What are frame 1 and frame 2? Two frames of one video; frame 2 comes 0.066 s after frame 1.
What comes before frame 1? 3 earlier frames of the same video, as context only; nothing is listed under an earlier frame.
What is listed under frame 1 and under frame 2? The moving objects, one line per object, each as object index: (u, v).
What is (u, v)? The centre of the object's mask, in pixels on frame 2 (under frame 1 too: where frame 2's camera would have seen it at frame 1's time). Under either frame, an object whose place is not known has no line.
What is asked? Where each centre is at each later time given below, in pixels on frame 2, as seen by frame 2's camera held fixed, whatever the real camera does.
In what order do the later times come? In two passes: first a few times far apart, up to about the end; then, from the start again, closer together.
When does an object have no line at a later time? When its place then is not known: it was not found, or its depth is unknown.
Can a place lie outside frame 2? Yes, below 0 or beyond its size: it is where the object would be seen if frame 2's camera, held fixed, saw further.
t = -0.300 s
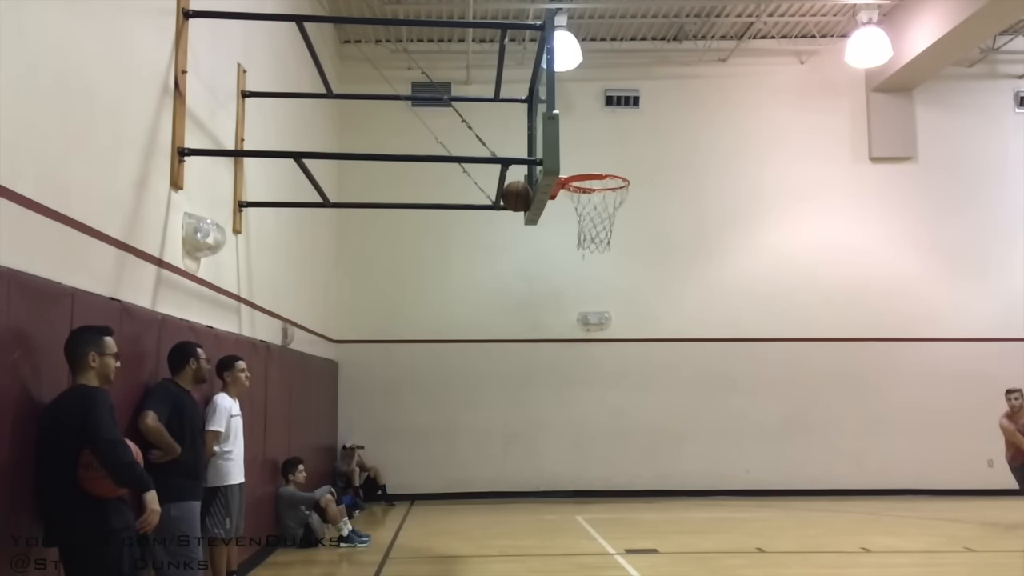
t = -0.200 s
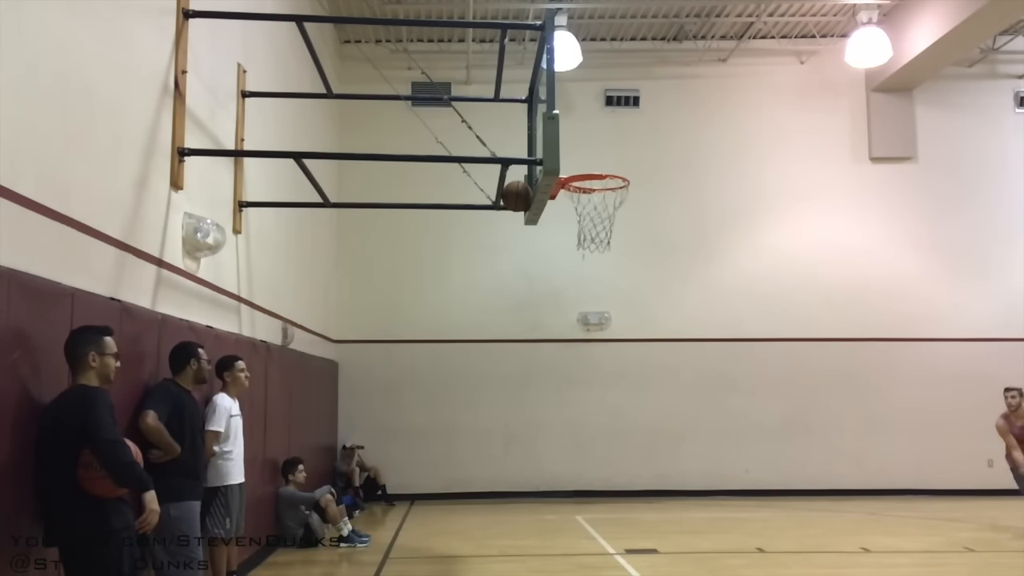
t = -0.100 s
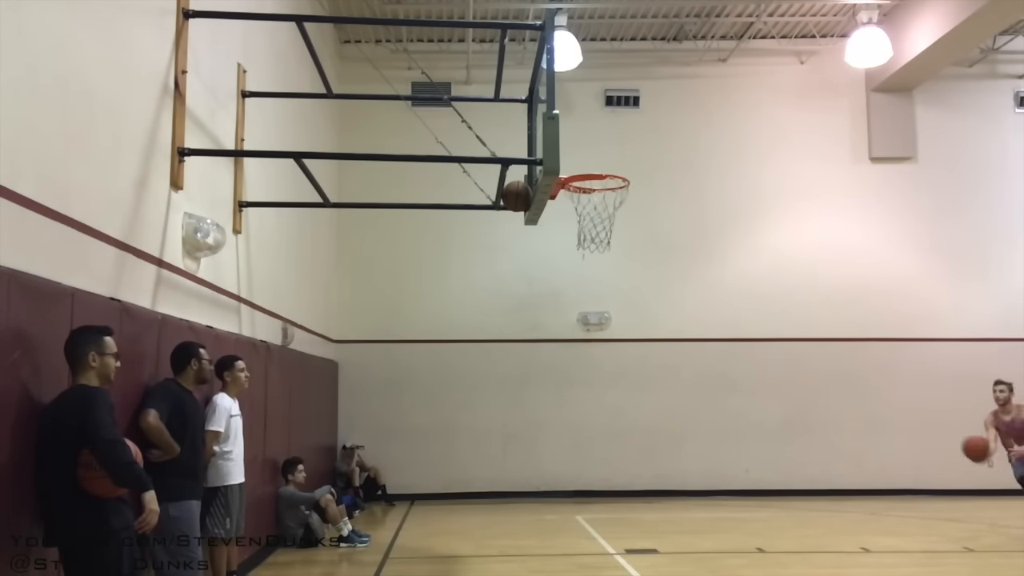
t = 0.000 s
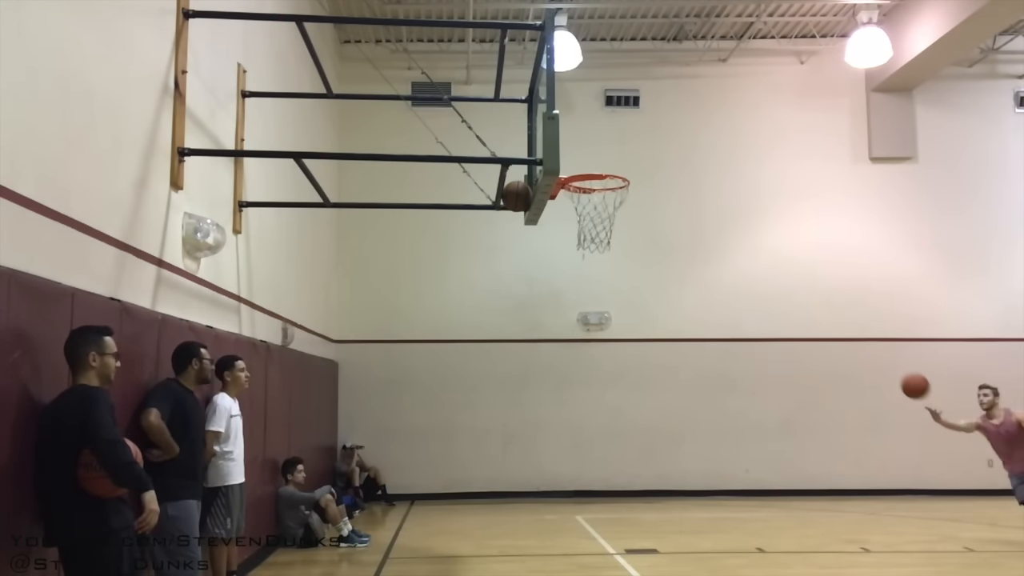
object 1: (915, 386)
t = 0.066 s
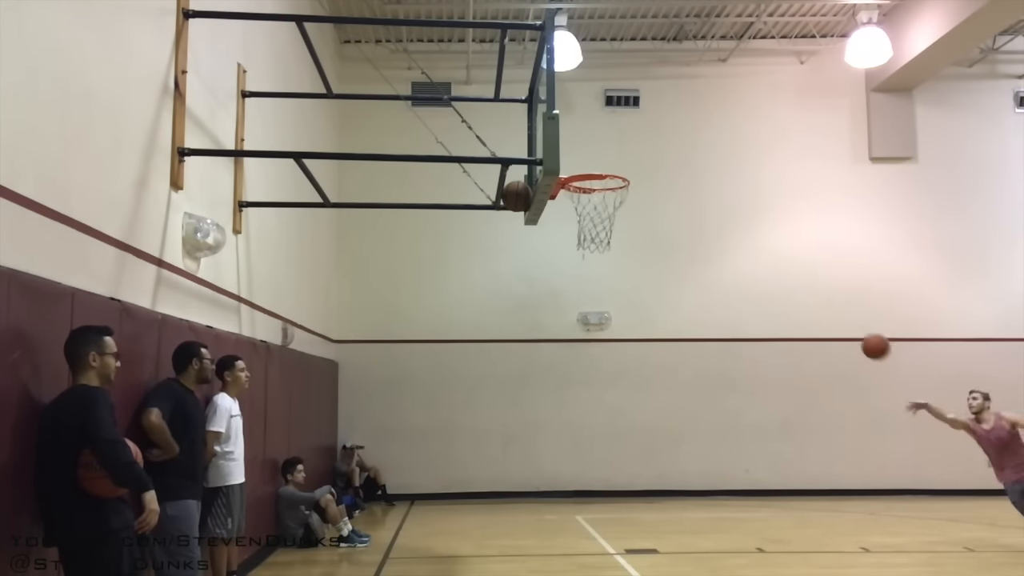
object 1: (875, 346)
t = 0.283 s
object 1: (743, 246)
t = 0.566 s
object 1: (562, 190)
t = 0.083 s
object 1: (865, 337)
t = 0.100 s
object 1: (855, 327)
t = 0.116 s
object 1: (845, 319)
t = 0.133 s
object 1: (835, 311)
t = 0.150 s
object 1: (825, 302)
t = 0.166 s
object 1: (815, 294)
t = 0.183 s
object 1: (805, 287)
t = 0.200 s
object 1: (794, 279)
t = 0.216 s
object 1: (785, 272)
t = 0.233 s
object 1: (774, 265)
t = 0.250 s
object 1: (764, 258)
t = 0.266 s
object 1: (754, 252)
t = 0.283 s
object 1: (743, 246)
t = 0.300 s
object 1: (733, 240)
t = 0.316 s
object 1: (723, 234)
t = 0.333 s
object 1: (712, 229)
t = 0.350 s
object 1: (702, 224)
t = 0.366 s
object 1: (691, 219)
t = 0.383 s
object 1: (680, 215)
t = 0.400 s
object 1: (670, 211)
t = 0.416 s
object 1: (659, 207)
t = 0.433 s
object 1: (648, 203)
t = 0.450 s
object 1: (638, 200)
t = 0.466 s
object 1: (629, 198)
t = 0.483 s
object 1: (617, 196)
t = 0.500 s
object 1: (605, 195)
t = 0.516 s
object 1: (594, 190)
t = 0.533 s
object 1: (583, 190)
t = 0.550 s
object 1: (572, 191)
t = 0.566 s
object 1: (562, 190)
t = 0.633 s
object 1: (575, 180)
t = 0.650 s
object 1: (584, 174)
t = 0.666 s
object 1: (593, 179)
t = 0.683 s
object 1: (603, 180)
